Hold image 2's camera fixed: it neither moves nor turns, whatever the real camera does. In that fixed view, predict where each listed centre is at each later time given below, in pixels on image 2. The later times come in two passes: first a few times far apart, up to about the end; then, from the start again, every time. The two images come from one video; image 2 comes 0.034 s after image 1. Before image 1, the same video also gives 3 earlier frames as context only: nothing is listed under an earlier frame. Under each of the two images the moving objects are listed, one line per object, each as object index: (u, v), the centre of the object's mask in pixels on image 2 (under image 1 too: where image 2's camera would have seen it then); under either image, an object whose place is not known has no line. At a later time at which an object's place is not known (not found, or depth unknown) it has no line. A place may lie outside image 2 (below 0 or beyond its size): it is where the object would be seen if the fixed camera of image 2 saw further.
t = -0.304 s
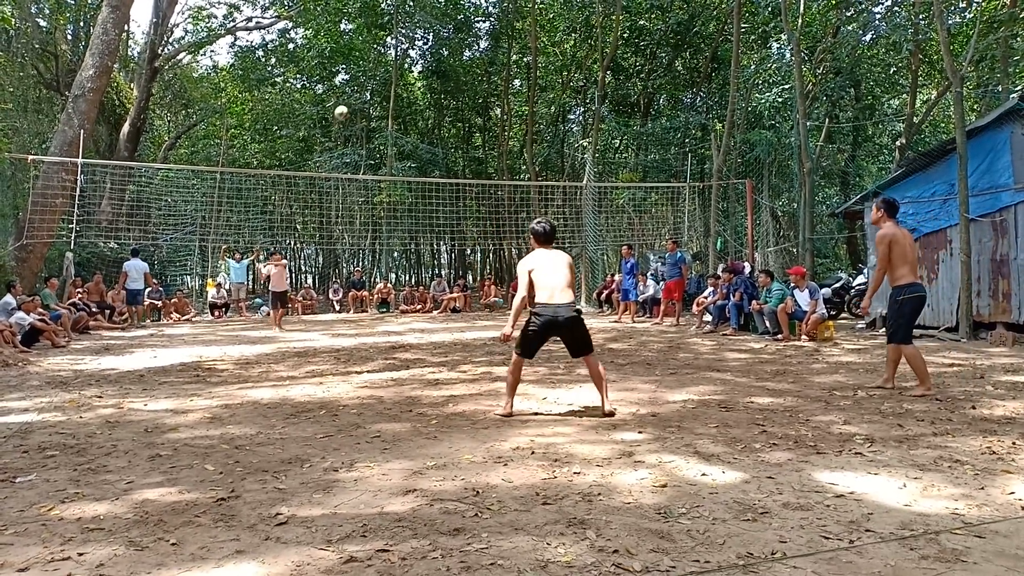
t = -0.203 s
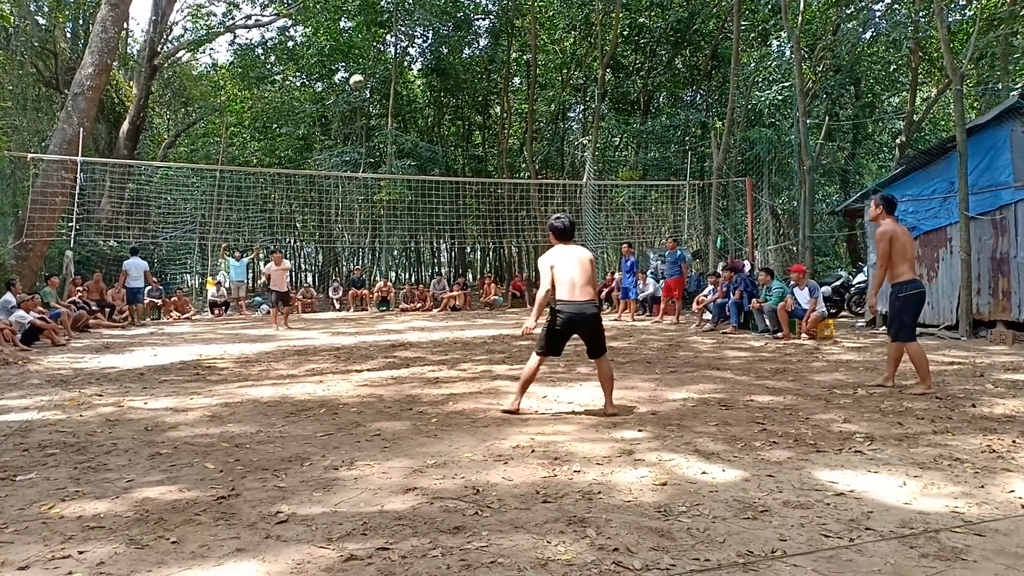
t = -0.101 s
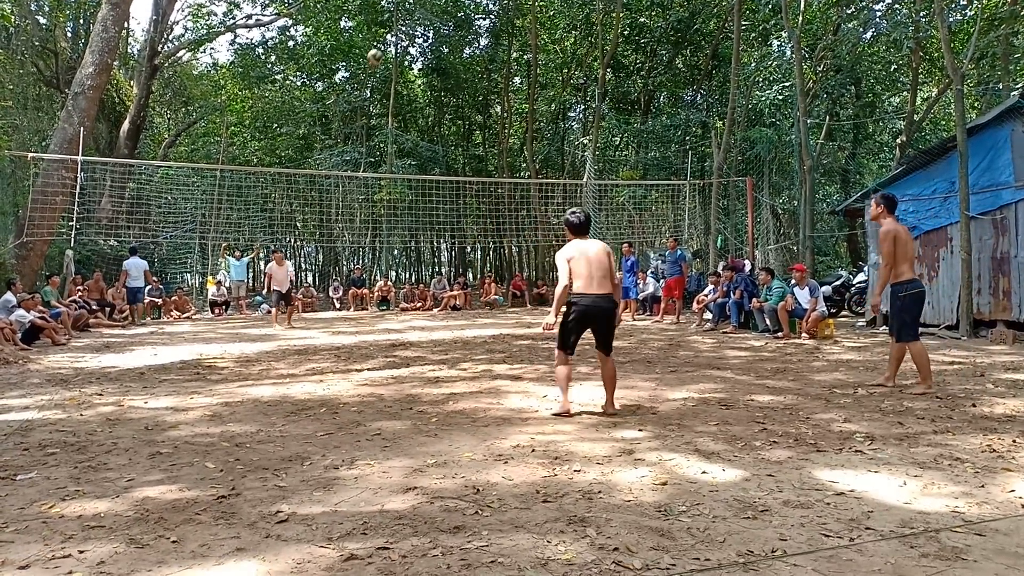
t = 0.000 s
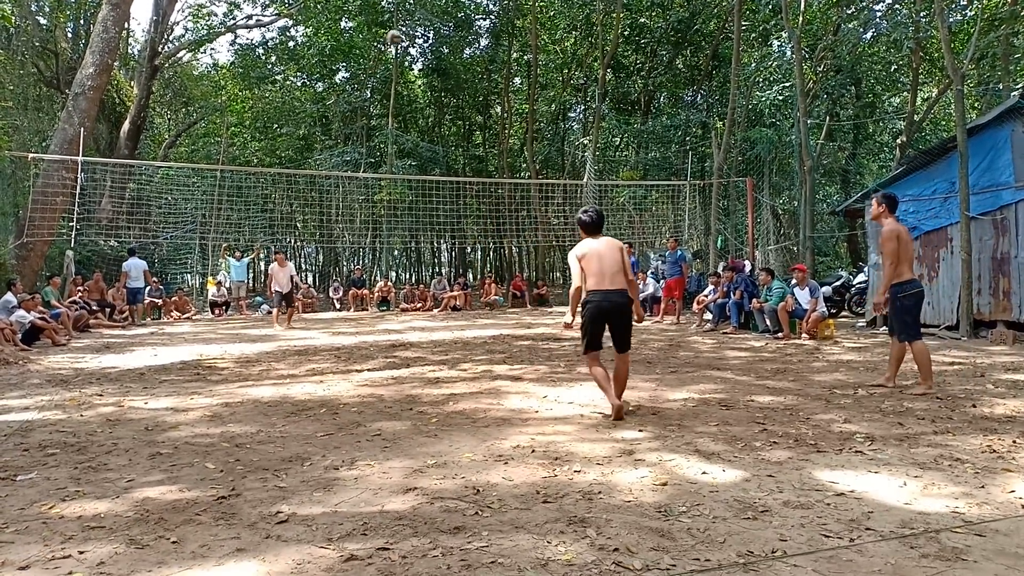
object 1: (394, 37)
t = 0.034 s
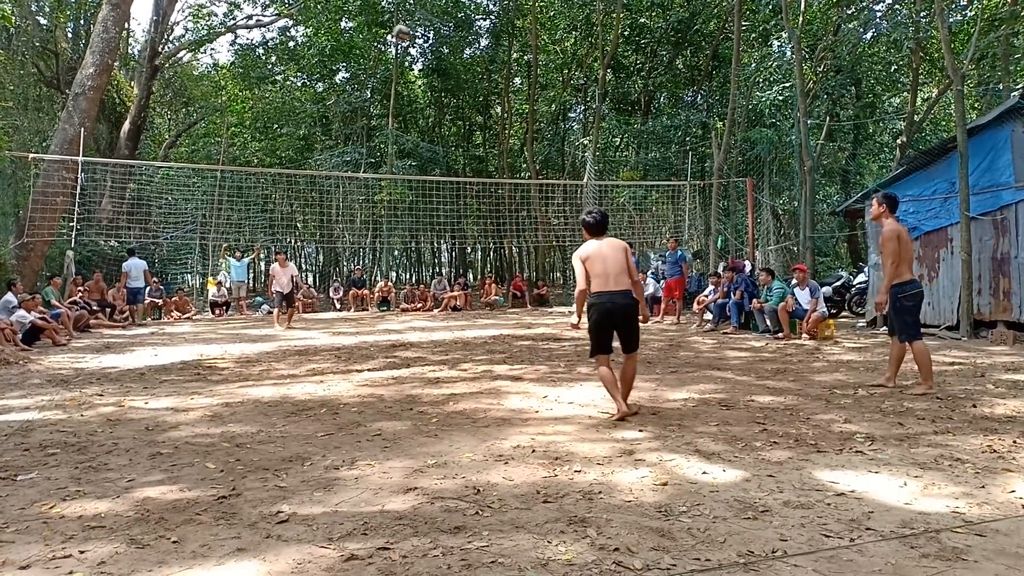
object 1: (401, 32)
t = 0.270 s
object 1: (453, 15)
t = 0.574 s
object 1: (545, 68)
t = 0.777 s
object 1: (627, 179)
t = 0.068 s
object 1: (408, 28)
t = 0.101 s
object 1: (415, 24)
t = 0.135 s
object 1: (421, 20)
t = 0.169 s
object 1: (429, 18)
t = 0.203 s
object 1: (436, 17)
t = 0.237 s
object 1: (445, 15)
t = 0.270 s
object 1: (453, 15)
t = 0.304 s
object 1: (461, 16)
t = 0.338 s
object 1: (470, 18)
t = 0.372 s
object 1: (480, 20)
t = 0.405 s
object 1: (490, 25)
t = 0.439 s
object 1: (501, 30)
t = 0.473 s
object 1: (511, 37)
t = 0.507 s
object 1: (522, 45)
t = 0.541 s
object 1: (534, 56)
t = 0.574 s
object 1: (545, 68)
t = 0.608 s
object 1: (558, 81)
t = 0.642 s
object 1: (571, 97)
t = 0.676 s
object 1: (585, 114)
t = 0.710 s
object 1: (598, 135)
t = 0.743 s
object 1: (612, 156)
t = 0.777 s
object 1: (627, 179)
